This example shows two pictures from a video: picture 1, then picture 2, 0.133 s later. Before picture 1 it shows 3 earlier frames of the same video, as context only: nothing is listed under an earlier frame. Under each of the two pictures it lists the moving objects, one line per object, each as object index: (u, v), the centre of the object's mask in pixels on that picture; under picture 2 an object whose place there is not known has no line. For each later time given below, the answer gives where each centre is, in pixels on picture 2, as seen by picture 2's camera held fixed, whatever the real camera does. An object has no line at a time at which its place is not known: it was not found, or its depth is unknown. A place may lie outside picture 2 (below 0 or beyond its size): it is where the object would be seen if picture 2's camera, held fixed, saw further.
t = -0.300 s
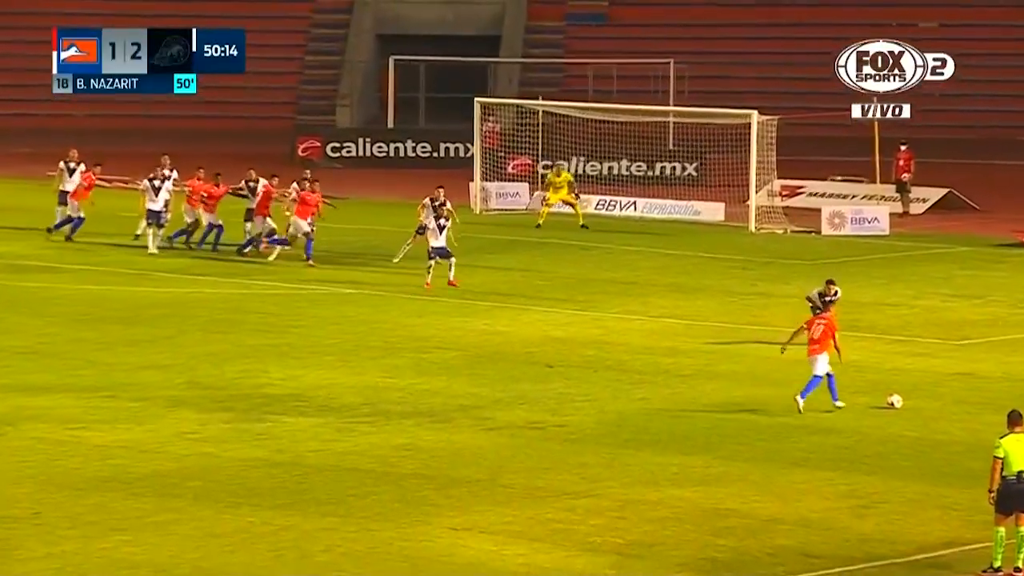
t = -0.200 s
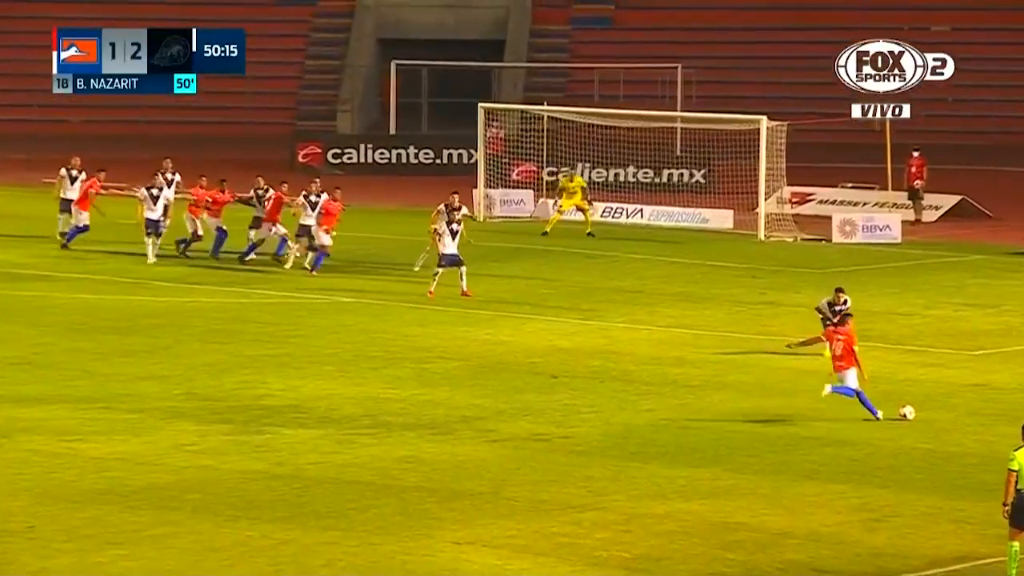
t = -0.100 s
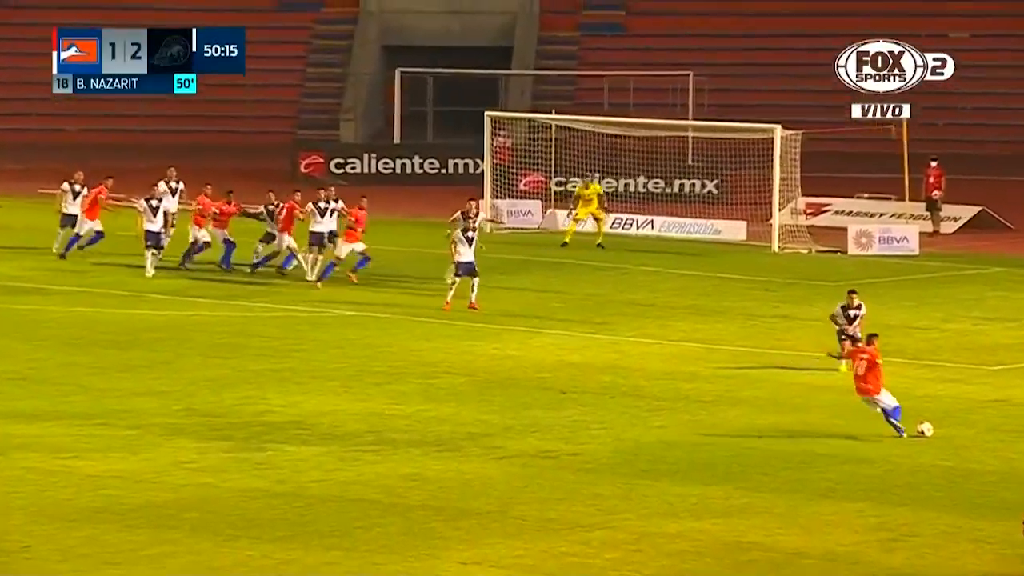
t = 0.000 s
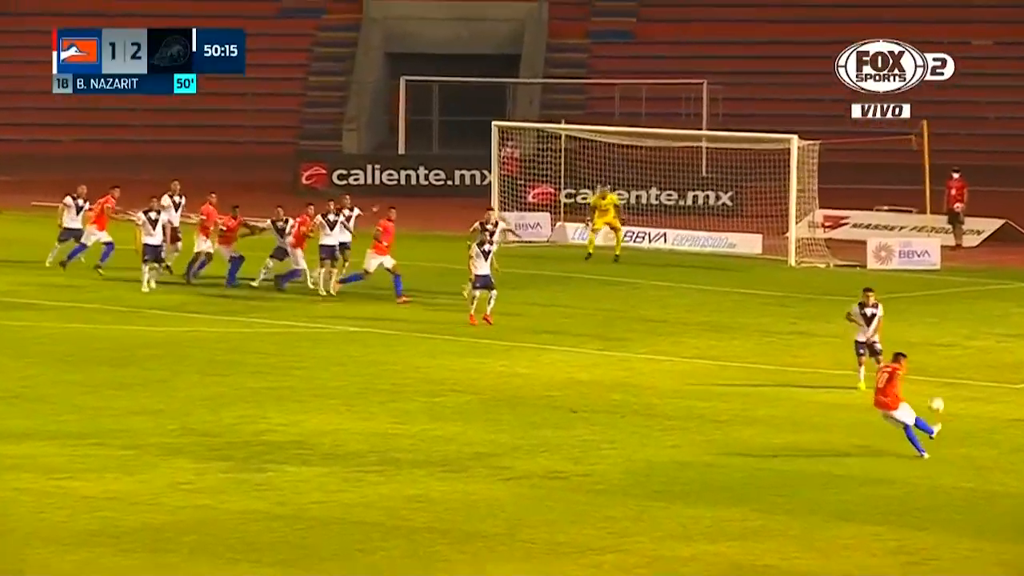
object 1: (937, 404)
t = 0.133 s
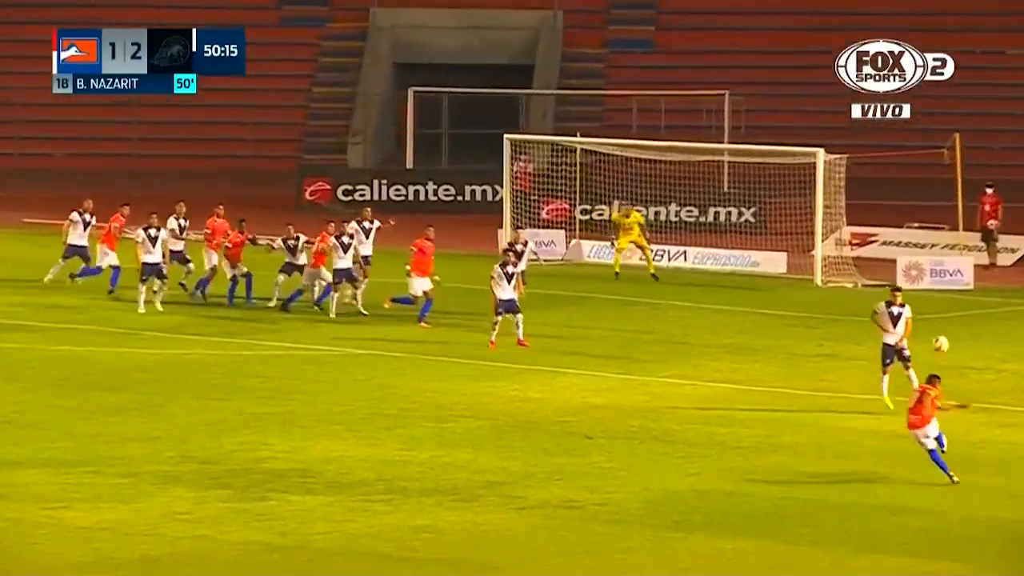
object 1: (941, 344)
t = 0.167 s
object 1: (931, 317)
